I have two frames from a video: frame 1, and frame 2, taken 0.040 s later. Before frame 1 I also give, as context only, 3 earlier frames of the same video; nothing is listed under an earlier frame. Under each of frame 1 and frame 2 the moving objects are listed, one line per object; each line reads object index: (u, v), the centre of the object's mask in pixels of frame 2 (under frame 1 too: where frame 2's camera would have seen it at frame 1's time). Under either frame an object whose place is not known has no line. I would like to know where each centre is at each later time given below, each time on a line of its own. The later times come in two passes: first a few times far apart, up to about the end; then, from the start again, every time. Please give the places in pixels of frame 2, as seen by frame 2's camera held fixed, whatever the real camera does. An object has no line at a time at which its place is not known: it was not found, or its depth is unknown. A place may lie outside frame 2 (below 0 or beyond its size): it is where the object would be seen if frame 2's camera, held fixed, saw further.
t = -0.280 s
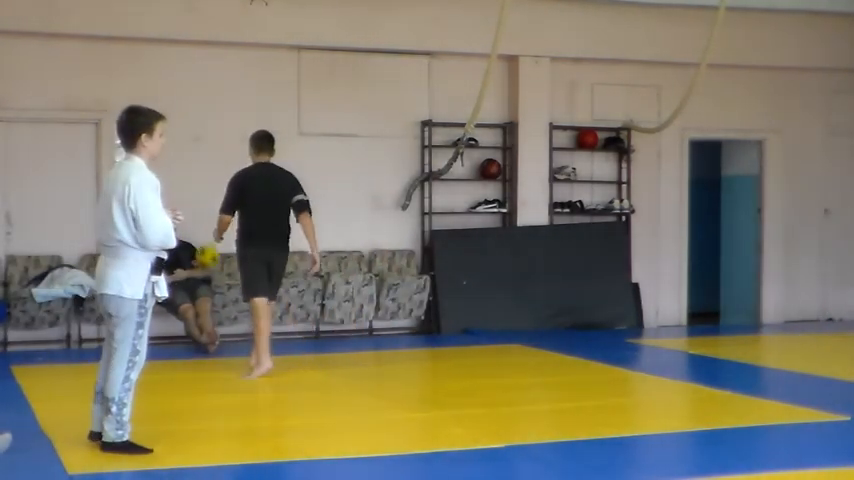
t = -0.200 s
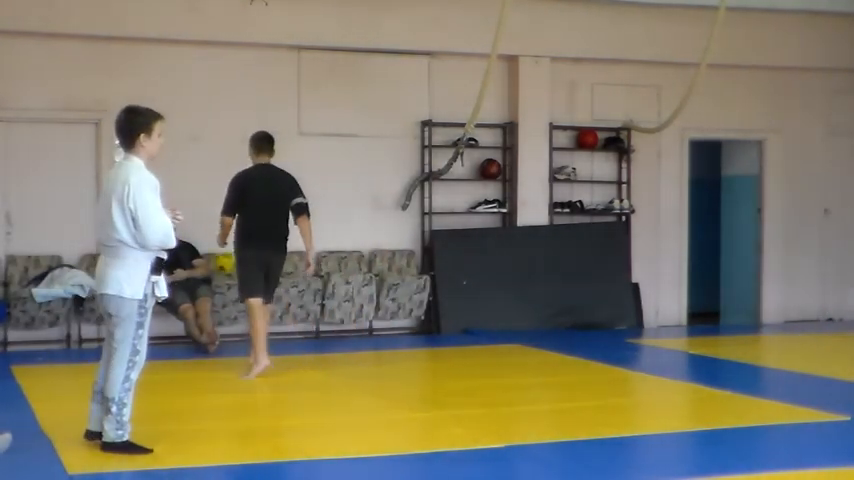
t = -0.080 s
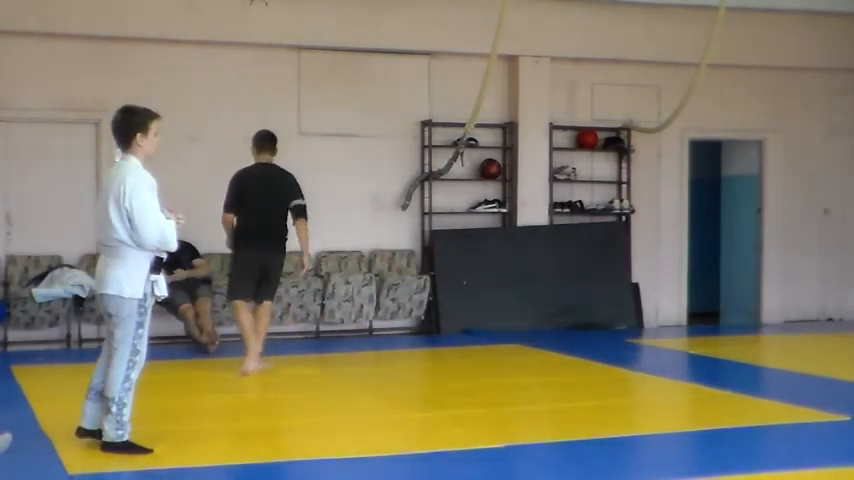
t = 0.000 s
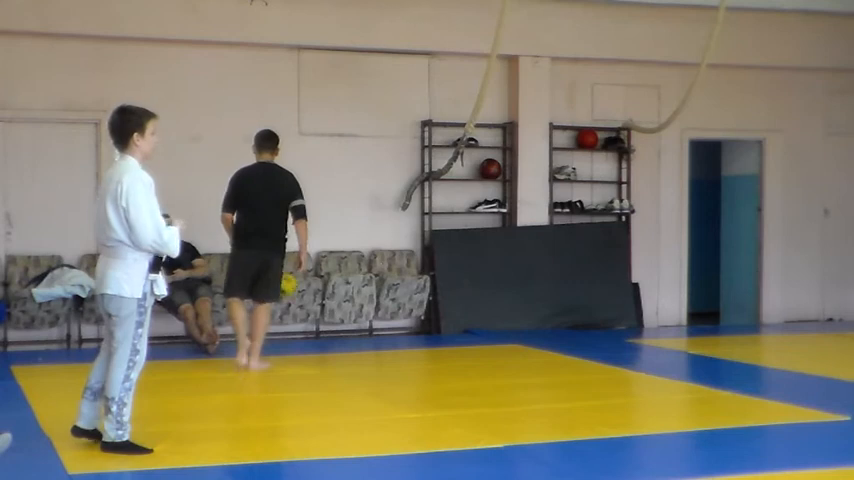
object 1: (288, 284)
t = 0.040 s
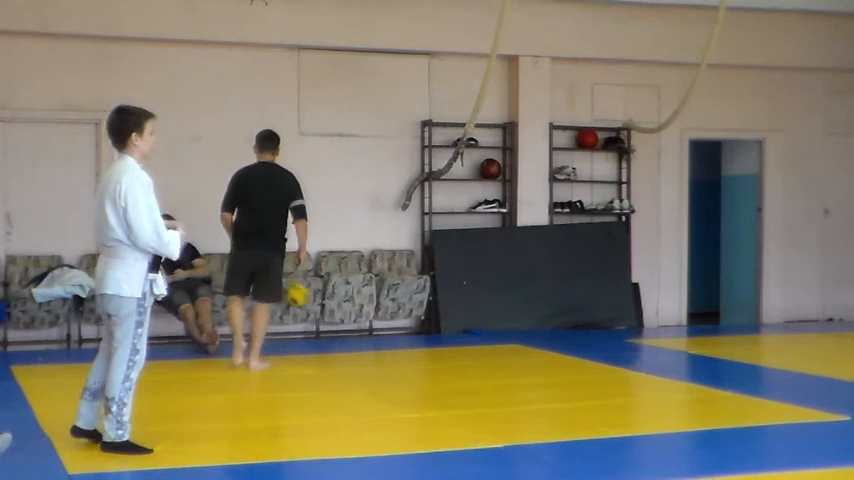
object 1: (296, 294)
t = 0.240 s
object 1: (350, 312)
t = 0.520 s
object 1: (418, 298)
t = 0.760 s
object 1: (474, 319)
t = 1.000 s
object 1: (526, 312)
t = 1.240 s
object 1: (576, 318)
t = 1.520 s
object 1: (632, 325)
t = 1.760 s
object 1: (681, 330)
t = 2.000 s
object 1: (725, 330)
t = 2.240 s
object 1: (769, 332)
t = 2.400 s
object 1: (798, 333)
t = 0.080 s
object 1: (308, 307)
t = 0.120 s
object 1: (319, 320)
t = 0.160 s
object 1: (330, 331)
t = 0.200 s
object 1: (340, 321)
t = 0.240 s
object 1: (350, 312)
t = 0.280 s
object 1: (360, 304)
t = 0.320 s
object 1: (370, 298)
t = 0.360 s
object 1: (380, 294)
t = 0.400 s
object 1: (388, 292)
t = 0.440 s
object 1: (398, 292)
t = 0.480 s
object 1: (408, 294)
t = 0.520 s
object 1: (418, 298)
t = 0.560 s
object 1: (428, 303)
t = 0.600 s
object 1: (437, 309)
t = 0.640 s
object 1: (446, 318)
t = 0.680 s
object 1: (456, 329)
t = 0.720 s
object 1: (466, 327)
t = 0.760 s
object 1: (474, 319)
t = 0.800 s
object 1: (482, 313)
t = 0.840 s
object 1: (491, 309)
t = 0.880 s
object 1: (500, 307)
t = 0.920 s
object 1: (508, 307)
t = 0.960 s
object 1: (517, 309)
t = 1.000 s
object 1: (526, 312)
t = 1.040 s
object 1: (534, 317)
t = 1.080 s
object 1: (543, 324)
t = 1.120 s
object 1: (552, 331)
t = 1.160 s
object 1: (560, 326)
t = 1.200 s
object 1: (568, 321)
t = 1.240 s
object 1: (576, 318)
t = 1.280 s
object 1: (585, 317)
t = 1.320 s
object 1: (593, 318)
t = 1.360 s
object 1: (601, 320)
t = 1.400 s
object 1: (610, 324)
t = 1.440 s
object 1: (617, 331)
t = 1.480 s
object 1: (625, 329)
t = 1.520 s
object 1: (632, 325)
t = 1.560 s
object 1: (641, 323)
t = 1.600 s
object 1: (648, 323)
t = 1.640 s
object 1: (656, 324)
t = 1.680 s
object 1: (664, 327)
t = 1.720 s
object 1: (672, 332)
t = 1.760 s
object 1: (681, 330)
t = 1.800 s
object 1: (688, 328)
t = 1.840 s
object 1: (696, 327)
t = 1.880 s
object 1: (702, 328)
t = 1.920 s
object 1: (709, 331)
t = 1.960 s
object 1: (717, 331)
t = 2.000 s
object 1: (725, 330)
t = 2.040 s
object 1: (733, 329)
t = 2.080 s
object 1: (740, 330)
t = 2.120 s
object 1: (747, 332)
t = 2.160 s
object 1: (754, 331)
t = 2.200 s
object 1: (761, 331)
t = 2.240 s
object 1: (769, 332)
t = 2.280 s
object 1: (777, 333)
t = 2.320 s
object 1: (784, 331)
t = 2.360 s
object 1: (791, 332)
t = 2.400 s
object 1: (798, 333)
